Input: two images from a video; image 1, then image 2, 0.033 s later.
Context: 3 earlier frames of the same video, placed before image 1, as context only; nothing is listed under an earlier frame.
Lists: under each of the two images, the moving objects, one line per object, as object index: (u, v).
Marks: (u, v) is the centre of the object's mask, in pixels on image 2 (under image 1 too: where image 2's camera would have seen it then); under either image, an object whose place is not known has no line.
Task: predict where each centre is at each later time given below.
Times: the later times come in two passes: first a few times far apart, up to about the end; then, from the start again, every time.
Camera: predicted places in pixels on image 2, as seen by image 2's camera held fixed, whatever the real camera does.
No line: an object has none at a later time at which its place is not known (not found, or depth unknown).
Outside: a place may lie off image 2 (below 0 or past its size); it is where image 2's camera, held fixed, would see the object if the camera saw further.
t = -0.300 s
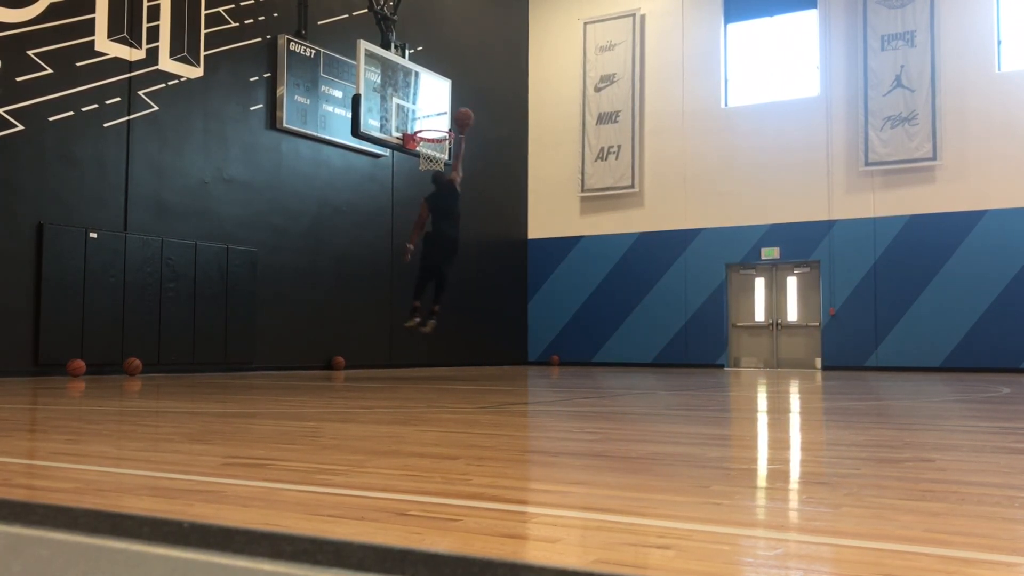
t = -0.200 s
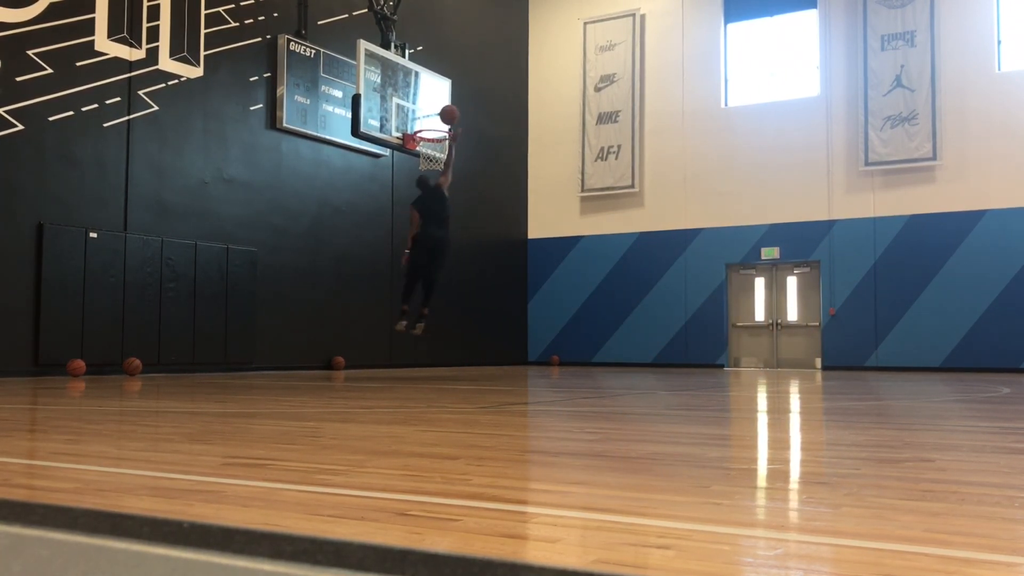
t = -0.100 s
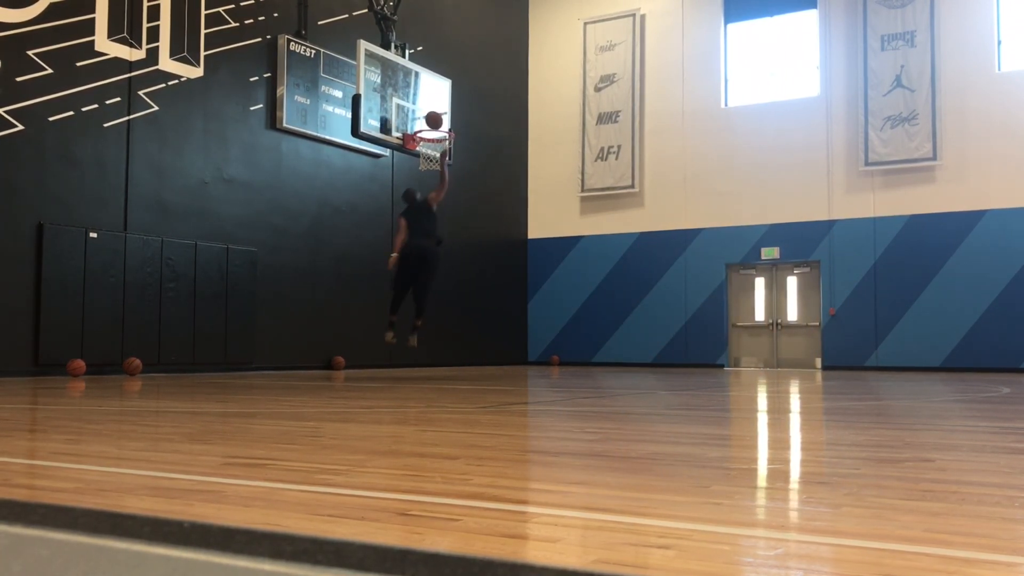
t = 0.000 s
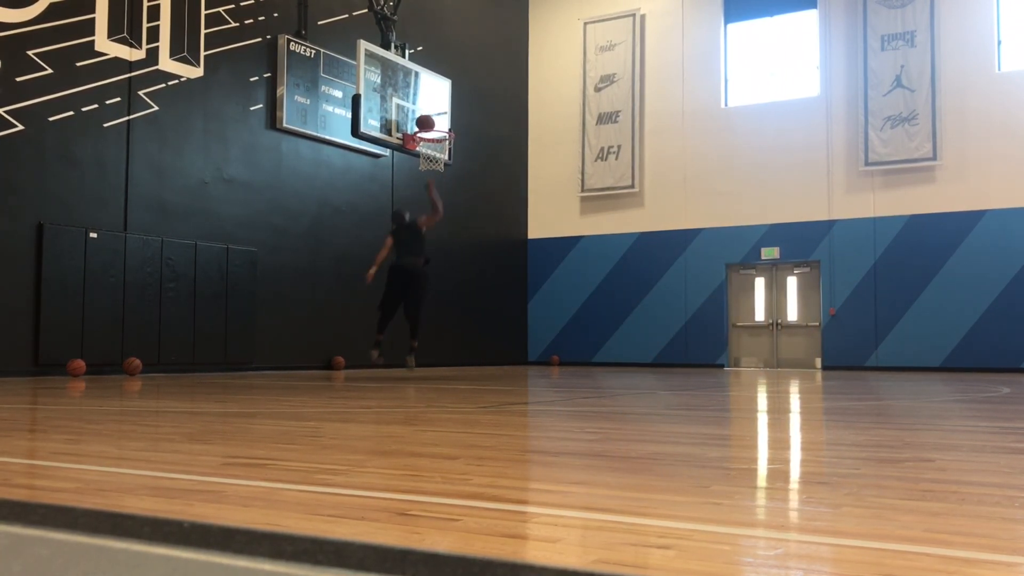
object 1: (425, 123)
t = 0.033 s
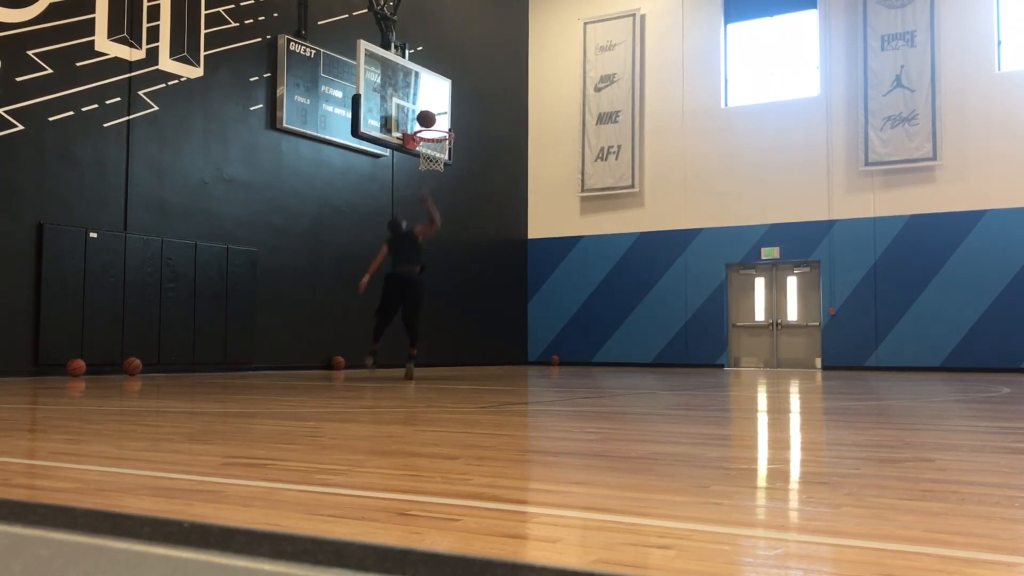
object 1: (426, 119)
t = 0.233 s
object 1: (433, 110)
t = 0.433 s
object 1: (437, 124)
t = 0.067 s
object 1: (427, 115)
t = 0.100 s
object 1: (428, 113)
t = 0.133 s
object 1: (429, 111)
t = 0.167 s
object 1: (430, 110)
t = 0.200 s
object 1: (432, 110)
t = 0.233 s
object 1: (433, 110)
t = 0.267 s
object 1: (434, 112)
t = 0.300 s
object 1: (435, 115)
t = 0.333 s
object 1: (436, 118)
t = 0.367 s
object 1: (437, 122)
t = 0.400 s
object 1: (437, 124)
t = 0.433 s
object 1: (437, 124)
